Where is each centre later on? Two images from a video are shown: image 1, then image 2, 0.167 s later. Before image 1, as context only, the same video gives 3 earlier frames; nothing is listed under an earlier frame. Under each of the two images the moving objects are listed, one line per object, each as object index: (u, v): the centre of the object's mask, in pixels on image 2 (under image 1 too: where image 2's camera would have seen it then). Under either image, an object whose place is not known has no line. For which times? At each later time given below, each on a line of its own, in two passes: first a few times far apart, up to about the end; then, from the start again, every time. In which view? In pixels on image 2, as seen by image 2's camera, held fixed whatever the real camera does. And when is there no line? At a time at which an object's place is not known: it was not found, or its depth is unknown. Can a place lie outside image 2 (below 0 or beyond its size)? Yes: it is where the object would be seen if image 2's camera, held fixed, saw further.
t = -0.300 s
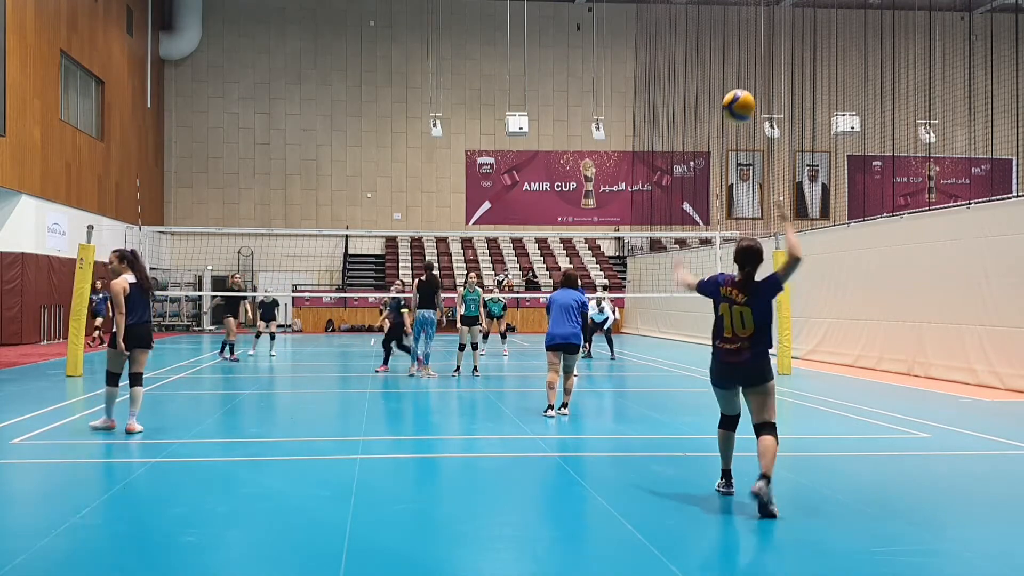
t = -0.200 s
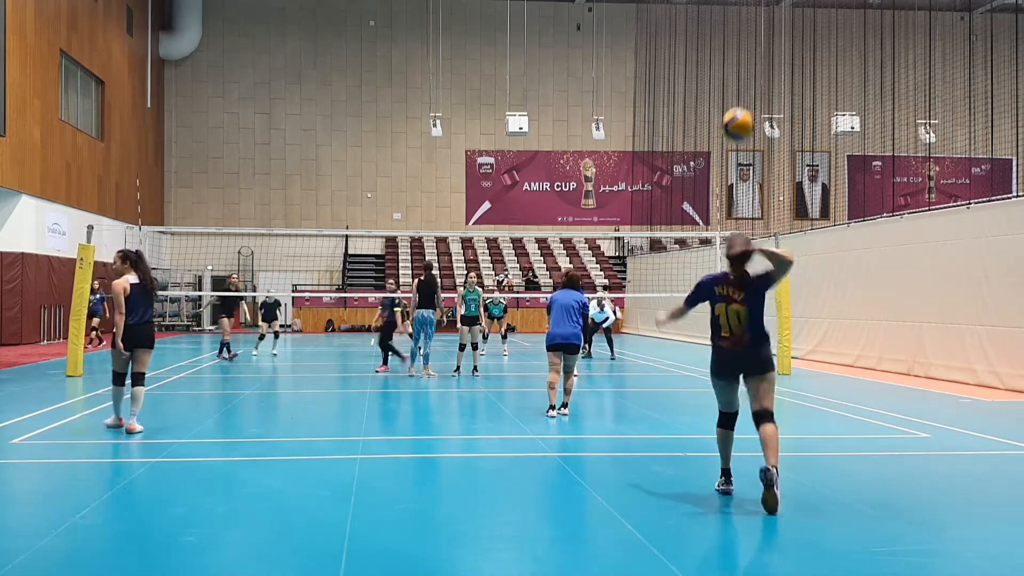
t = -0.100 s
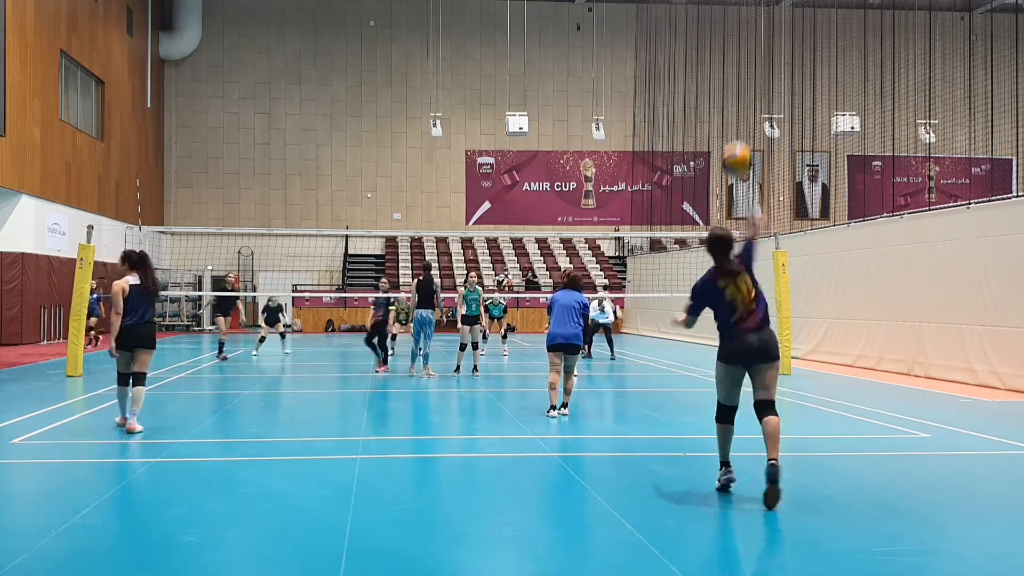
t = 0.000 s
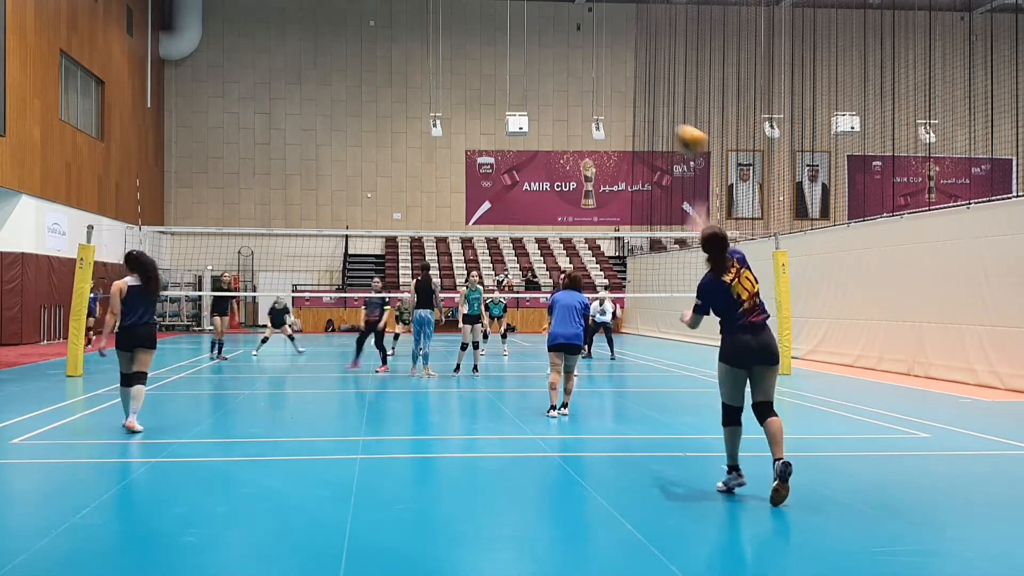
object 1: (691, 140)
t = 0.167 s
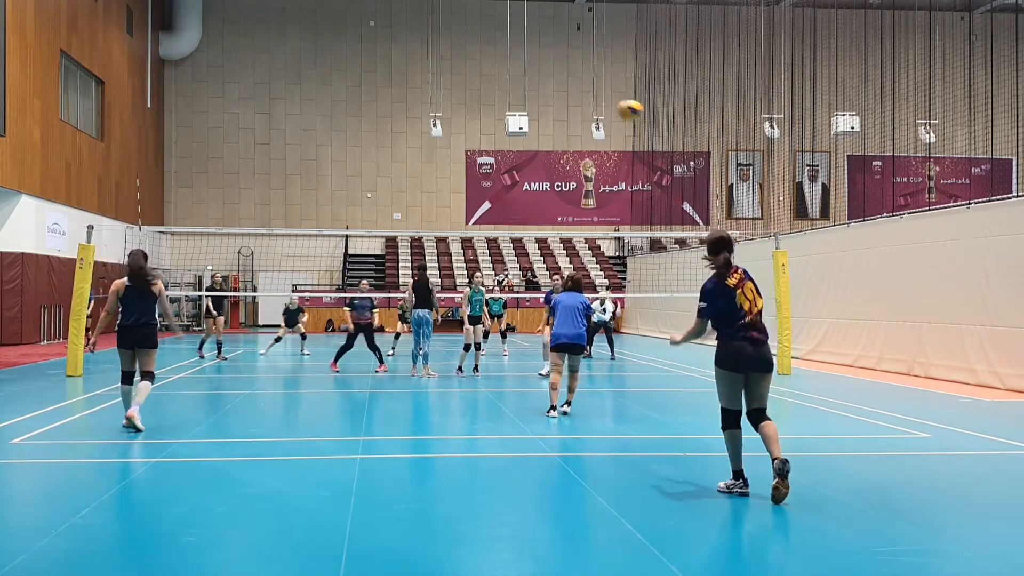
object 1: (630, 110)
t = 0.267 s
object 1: (610, 107)
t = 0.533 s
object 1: (577, 138)
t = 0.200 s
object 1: (622, 108)
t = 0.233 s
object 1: (615, 107)
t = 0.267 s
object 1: (610, 107)
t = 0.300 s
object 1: (604, 109)
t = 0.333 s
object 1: (598, 111)
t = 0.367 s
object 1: (594, 114)
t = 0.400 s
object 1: (590, 117)
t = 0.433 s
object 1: (587, 123)
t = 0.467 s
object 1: (583, 128)
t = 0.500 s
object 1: (580, 133)
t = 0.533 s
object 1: (577, 138)
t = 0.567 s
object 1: (574, 144)
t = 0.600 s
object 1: (572, 149)
